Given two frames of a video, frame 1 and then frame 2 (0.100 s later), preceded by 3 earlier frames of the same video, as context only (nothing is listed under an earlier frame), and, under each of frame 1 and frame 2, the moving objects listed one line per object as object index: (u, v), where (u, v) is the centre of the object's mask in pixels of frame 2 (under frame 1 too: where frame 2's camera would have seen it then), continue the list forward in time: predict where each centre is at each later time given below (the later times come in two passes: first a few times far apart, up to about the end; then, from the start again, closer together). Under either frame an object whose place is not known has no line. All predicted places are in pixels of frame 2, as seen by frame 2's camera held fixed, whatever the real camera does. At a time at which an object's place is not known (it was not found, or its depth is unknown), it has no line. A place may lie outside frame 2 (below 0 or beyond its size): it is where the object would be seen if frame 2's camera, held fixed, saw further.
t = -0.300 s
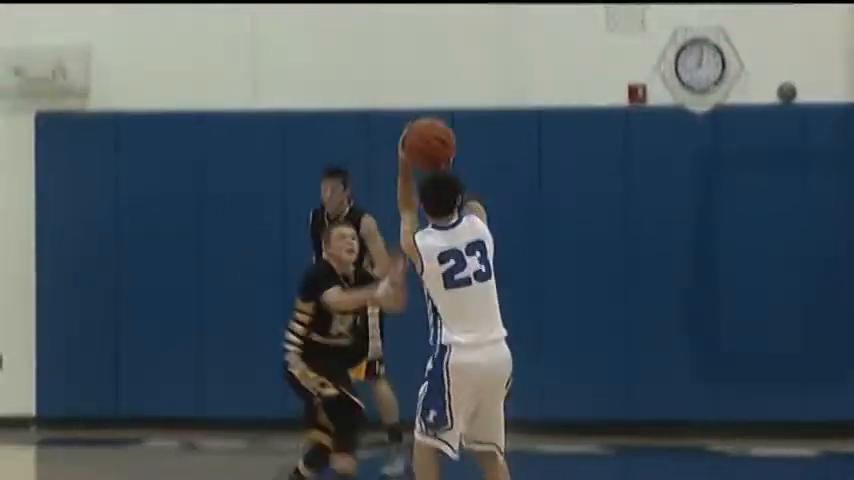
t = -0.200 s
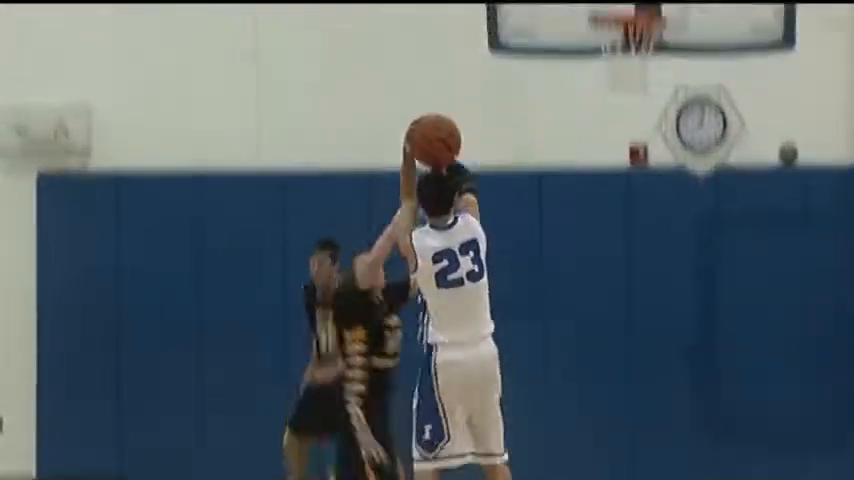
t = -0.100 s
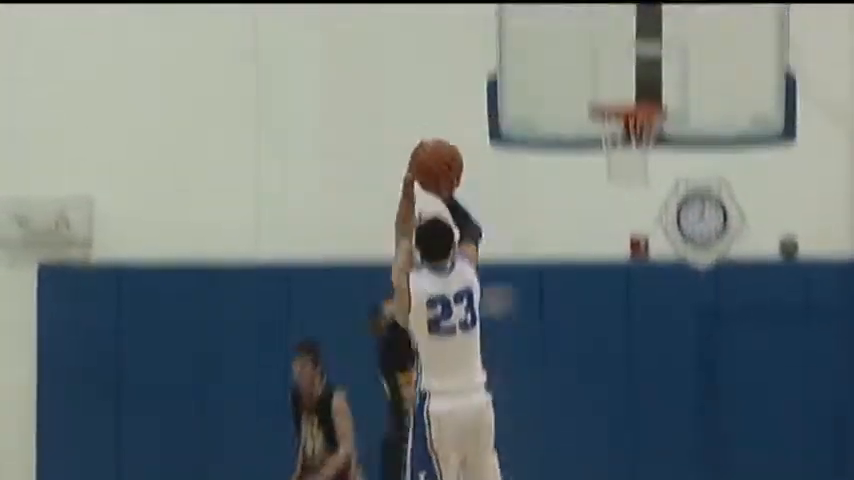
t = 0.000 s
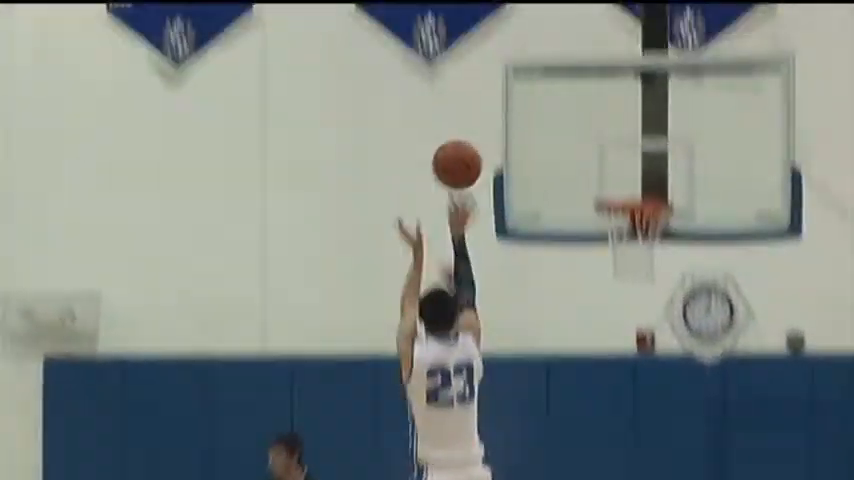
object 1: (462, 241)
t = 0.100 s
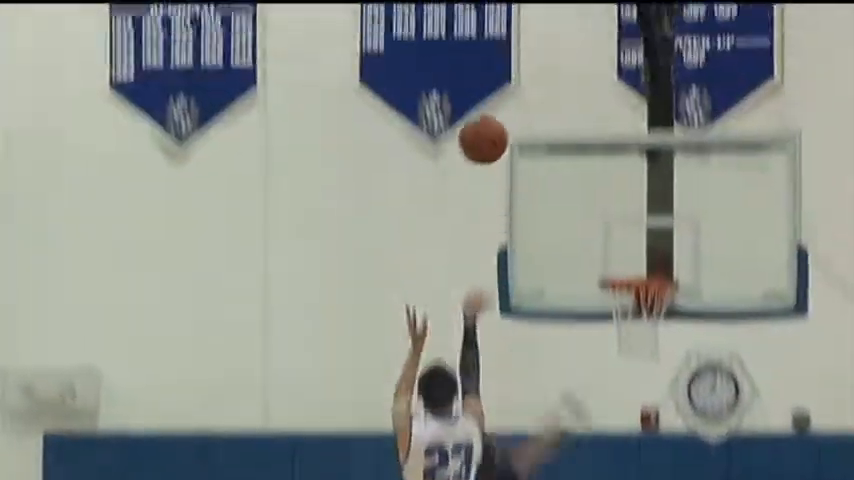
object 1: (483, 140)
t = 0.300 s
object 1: (524, 12)
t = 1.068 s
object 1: (630, 227)
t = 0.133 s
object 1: (490, 111)
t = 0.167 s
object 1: (497, 86)
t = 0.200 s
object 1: (504, 64)
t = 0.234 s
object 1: (512, 44)
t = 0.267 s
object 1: (518, 27)
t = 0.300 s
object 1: (524, 12)
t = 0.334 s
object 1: (530, -1)
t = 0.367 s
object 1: (536, -10)
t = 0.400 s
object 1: (542, -18)
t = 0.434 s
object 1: (547, -23)
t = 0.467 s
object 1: (553, -26)
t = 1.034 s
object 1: (627, 200)
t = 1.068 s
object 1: (630, 227)
